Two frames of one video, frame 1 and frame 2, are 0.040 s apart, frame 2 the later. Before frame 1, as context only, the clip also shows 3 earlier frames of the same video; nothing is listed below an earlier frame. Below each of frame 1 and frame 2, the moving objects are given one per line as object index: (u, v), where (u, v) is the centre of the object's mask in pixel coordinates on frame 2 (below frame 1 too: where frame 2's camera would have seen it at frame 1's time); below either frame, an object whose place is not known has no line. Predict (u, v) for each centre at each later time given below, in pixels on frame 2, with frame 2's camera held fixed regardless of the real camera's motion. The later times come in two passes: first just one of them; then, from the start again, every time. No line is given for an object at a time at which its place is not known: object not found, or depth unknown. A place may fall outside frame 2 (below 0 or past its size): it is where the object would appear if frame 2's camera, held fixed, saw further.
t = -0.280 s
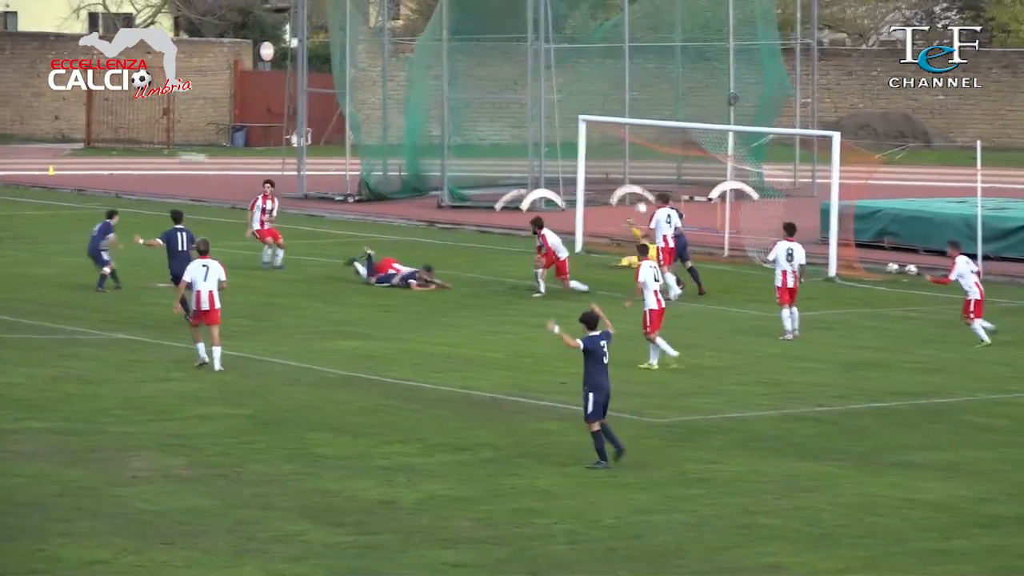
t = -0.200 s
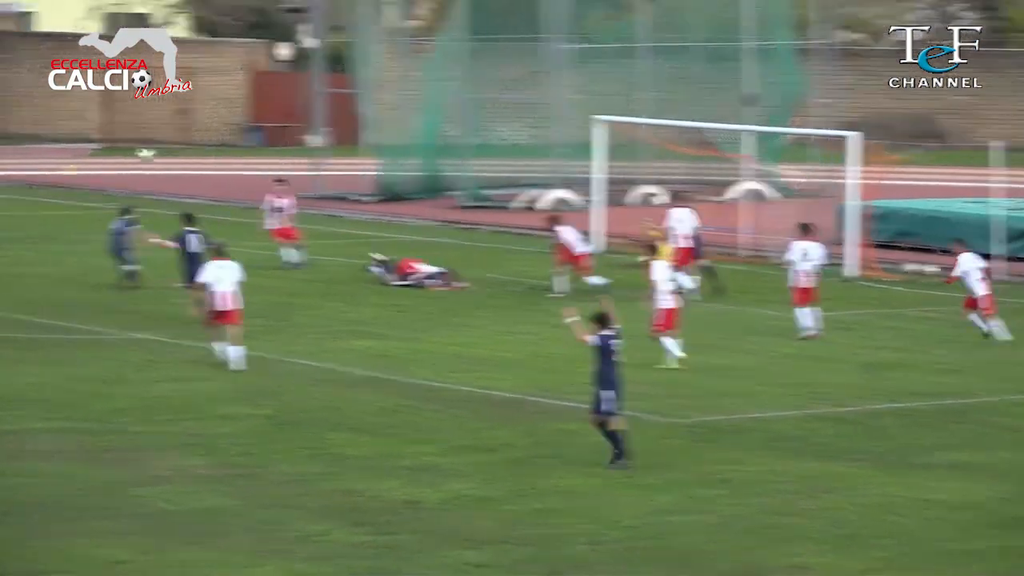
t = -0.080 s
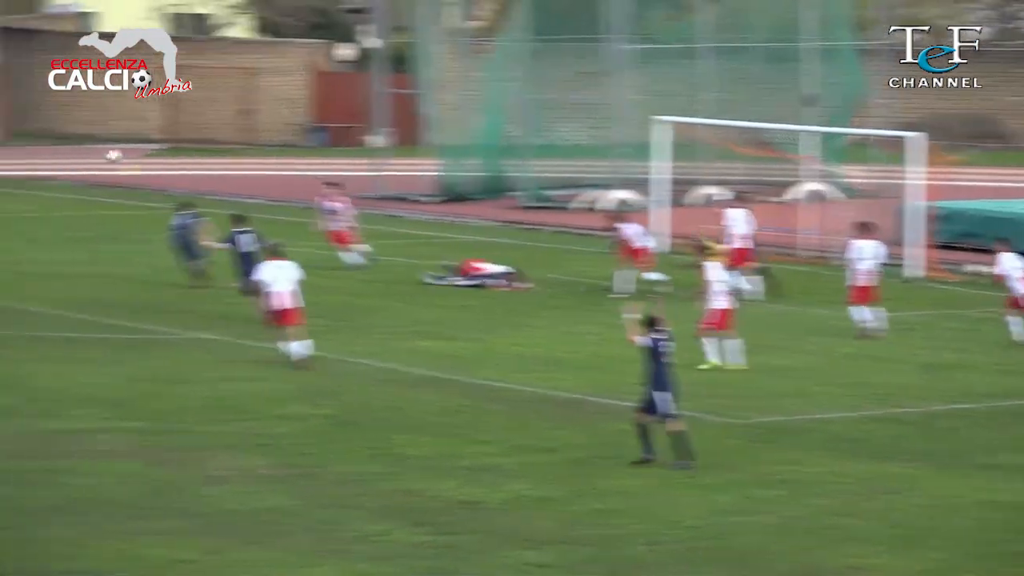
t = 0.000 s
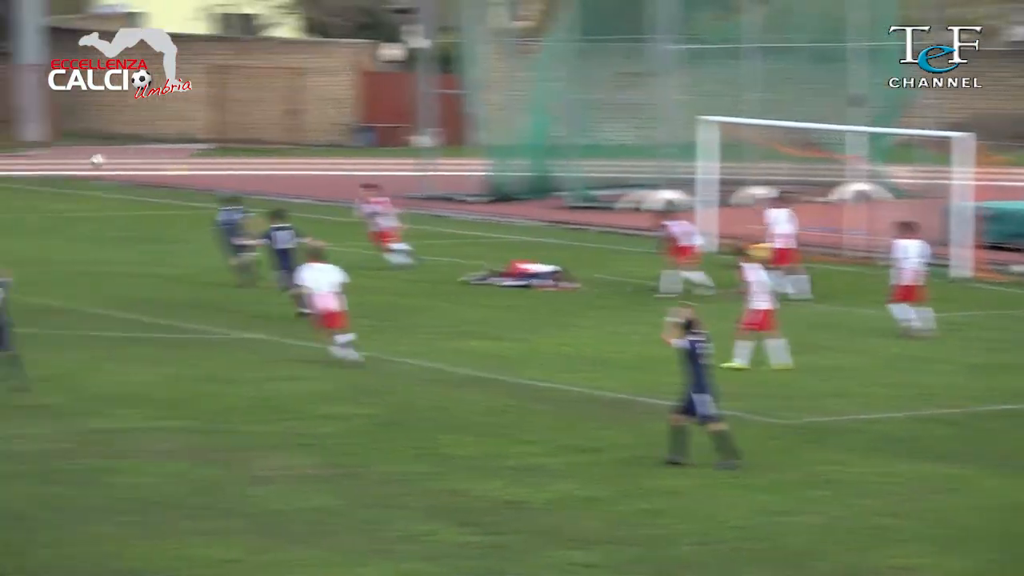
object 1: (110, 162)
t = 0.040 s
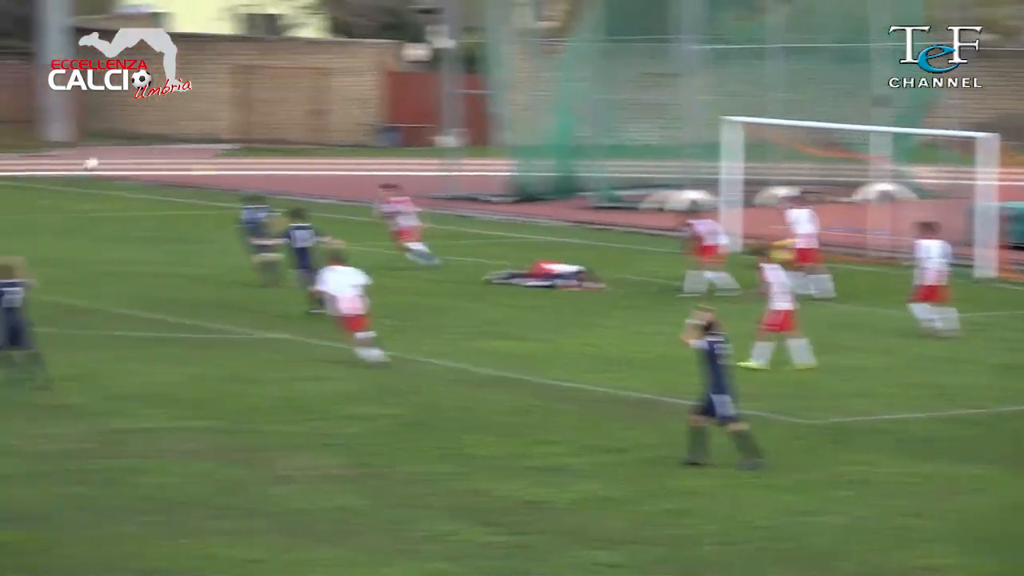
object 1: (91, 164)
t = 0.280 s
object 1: (-100, 203)
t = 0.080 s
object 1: (61, 168)
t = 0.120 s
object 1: (31, 173)
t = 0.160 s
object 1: (-1, 179)
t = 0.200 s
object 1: (-33, 186)
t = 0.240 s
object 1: (-68, 196)
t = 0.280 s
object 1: (-100, 203)
